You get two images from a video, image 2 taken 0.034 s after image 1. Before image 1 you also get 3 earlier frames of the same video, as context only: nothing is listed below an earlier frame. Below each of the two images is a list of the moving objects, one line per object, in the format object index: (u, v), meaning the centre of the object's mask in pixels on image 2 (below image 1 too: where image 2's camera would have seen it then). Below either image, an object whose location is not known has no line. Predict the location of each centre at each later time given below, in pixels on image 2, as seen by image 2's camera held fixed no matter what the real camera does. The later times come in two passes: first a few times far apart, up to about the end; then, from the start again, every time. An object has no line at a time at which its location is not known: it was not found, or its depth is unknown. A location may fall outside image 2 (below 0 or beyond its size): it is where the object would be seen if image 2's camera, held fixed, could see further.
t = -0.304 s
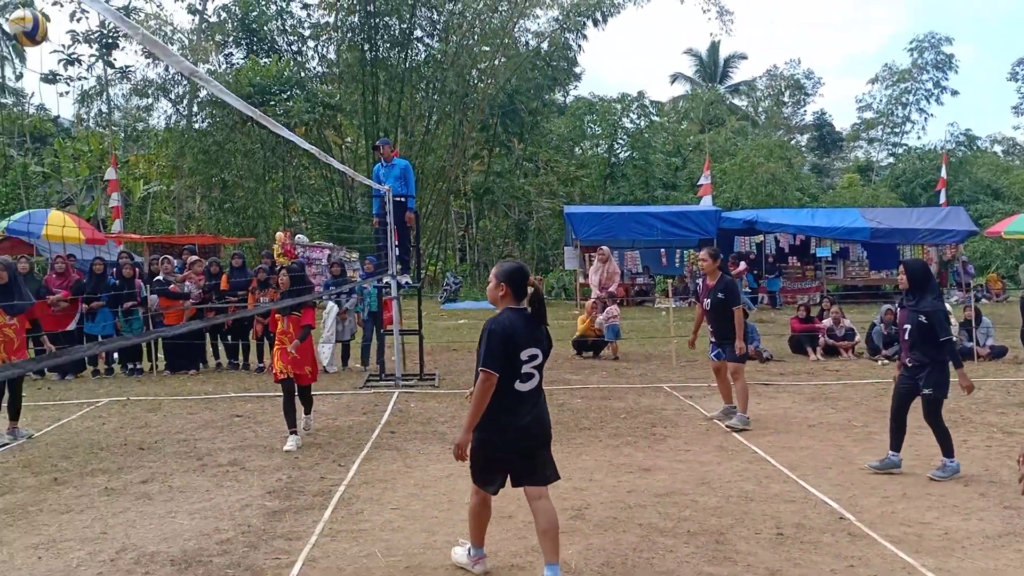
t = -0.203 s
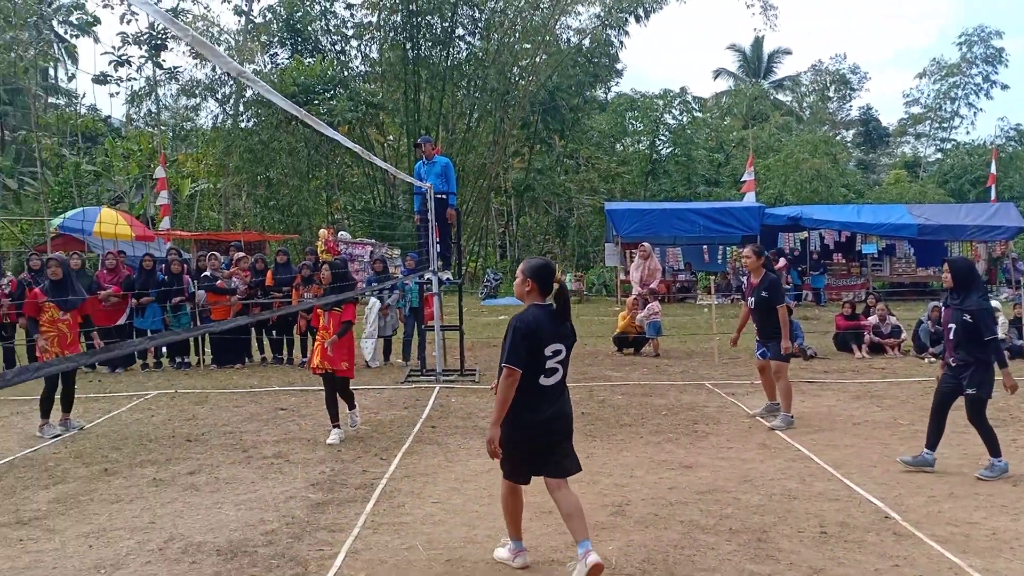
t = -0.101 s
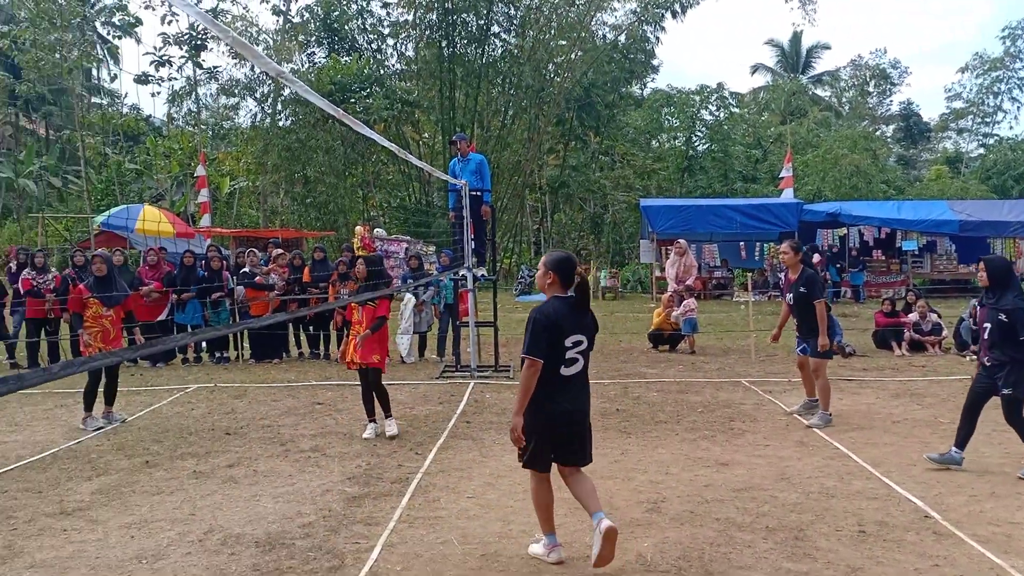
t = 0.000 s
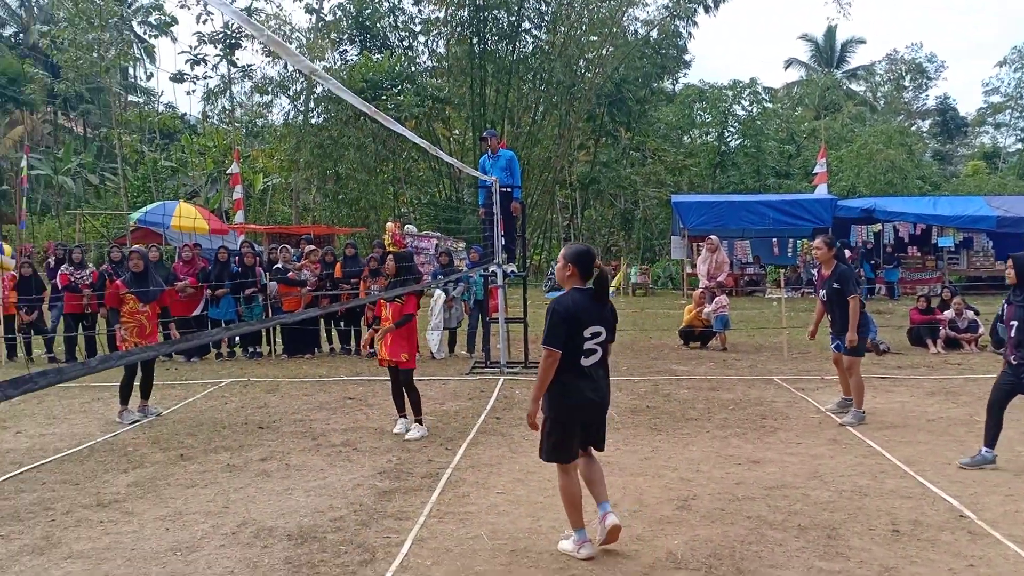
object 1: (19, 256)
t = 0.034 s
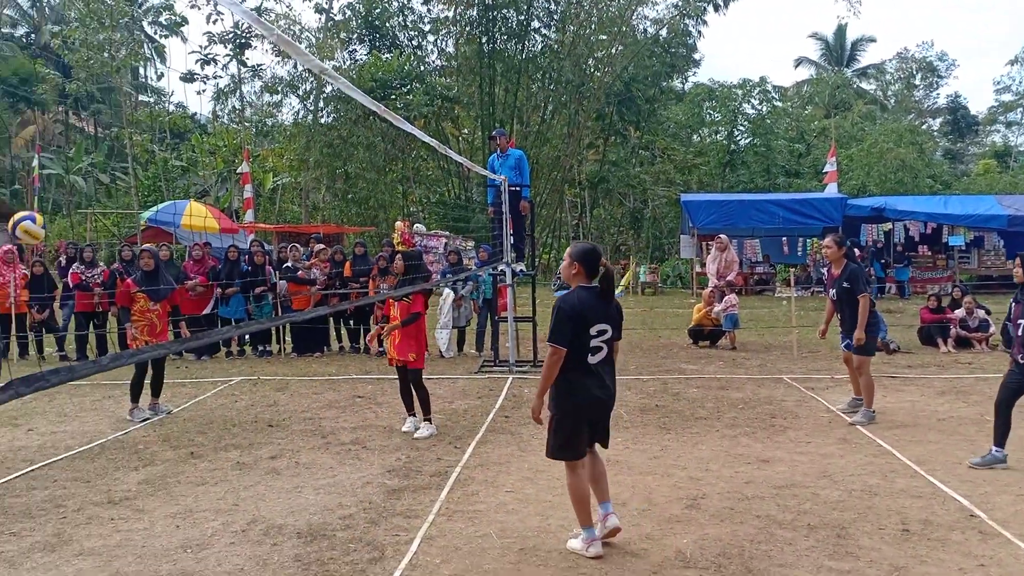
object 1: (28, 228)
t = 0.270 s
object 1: (158, 76)
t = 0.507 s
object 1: (282, 18)
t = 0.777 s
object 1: (420, 55)
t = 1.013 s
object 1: (530, 174)
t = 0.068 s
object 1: (46, 200)
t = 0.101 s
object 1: (66, 174)
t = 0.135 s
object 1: (85, 150)
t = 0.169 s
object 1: (103, 128)
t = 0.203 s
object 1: (122, 109)
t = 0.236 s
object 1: (140, 91)
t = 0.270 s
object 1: (158, 76)
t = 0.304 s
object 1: (177, 62)
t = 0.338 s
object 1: (195, 49)
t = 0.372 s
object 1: (211, 40)
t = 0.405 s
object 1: (229, 32)
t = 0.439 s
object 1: (240, 31)
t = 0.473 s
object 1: (266, 16)
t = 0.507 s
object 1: (282, 18)
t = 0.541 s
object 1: (299, 19)
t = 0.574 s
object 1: (316, 19)
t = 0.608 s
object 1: (336, 19)
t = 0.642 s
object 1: (354, 22)
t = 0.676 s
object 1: (371, 29)
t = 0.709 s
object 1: (387, 37)
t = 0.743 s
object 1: (404, 45)
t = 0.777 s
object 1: (420, 55)
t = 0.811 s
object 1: (436, 68)
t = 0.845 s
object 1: (452, 83)
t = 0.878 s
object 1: (467, 98)
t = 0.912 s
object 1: (483, 115)
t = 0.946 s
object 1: (498, 133)
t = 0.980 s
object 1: (514, 152)
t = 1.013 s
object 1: (530, 174)
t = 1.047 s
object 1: (544, 196)
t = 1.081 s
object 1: (559, 220)
